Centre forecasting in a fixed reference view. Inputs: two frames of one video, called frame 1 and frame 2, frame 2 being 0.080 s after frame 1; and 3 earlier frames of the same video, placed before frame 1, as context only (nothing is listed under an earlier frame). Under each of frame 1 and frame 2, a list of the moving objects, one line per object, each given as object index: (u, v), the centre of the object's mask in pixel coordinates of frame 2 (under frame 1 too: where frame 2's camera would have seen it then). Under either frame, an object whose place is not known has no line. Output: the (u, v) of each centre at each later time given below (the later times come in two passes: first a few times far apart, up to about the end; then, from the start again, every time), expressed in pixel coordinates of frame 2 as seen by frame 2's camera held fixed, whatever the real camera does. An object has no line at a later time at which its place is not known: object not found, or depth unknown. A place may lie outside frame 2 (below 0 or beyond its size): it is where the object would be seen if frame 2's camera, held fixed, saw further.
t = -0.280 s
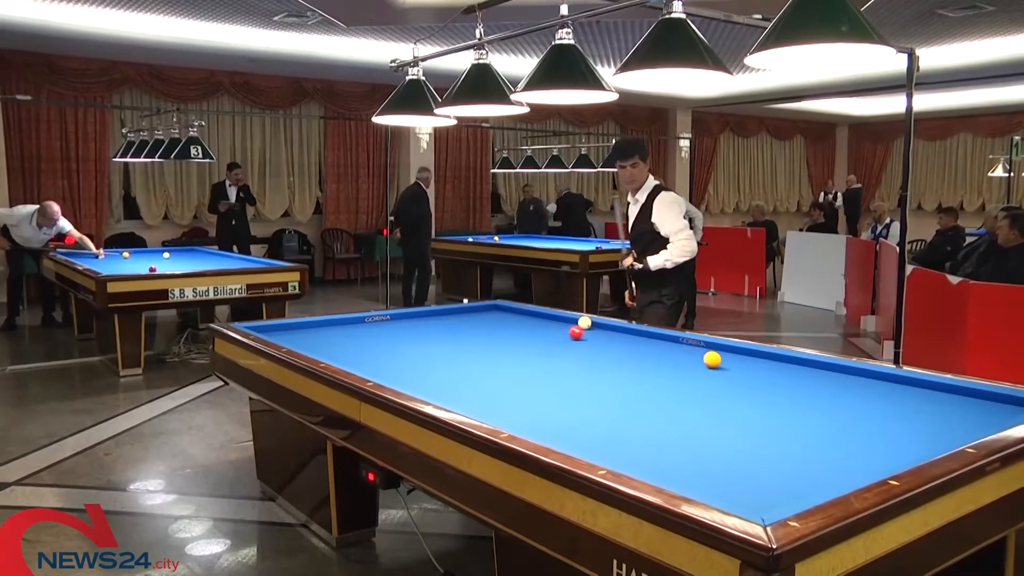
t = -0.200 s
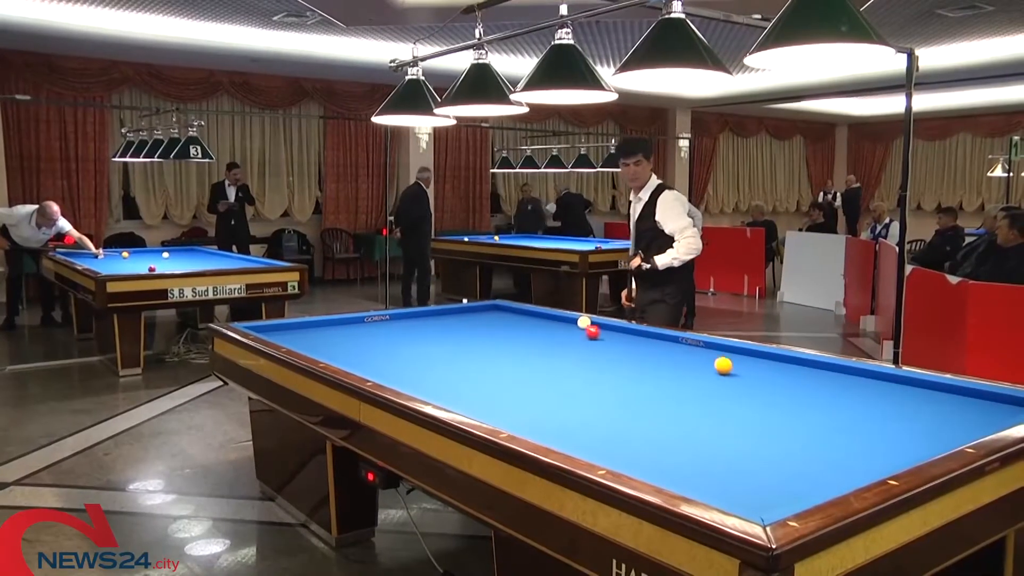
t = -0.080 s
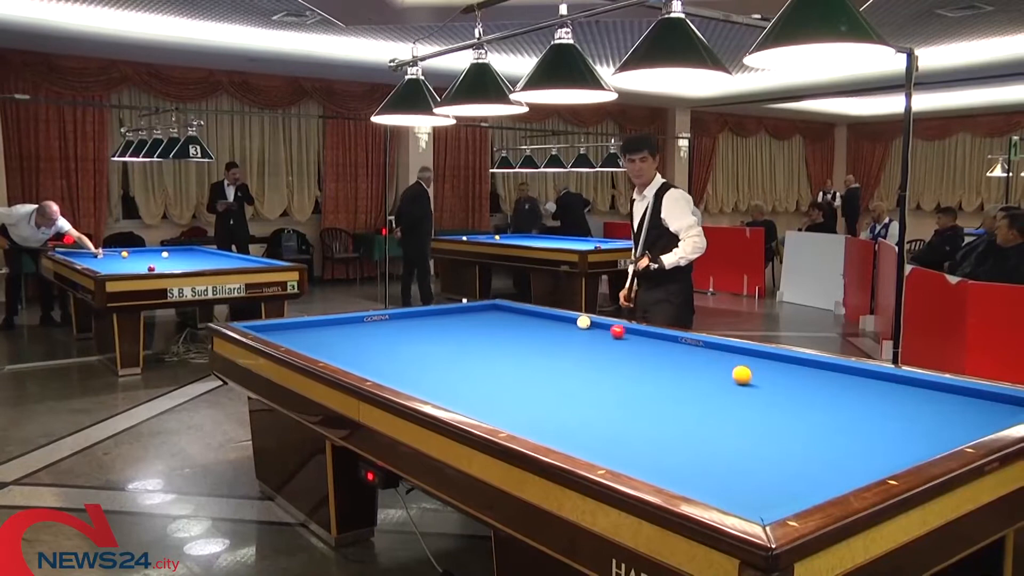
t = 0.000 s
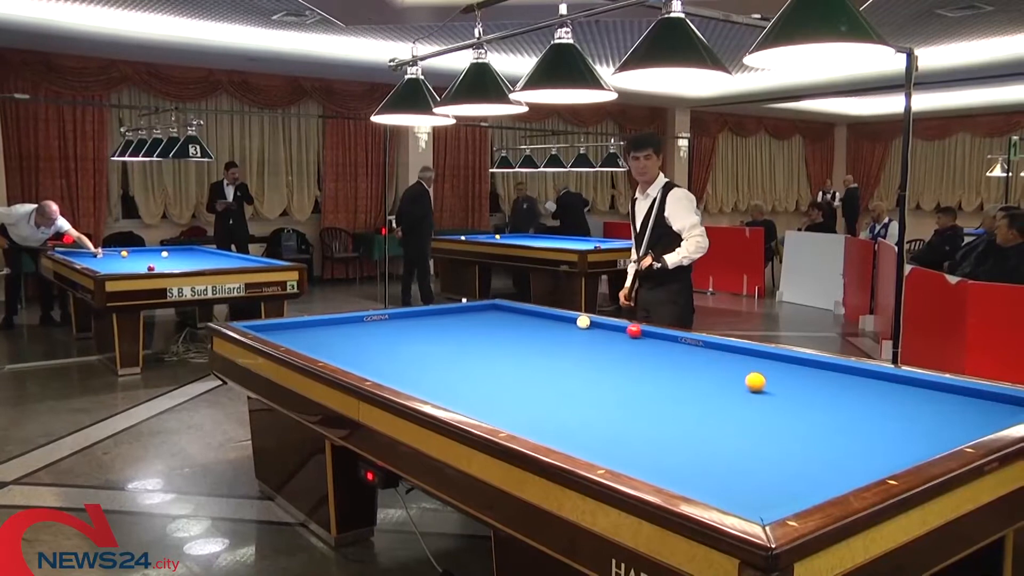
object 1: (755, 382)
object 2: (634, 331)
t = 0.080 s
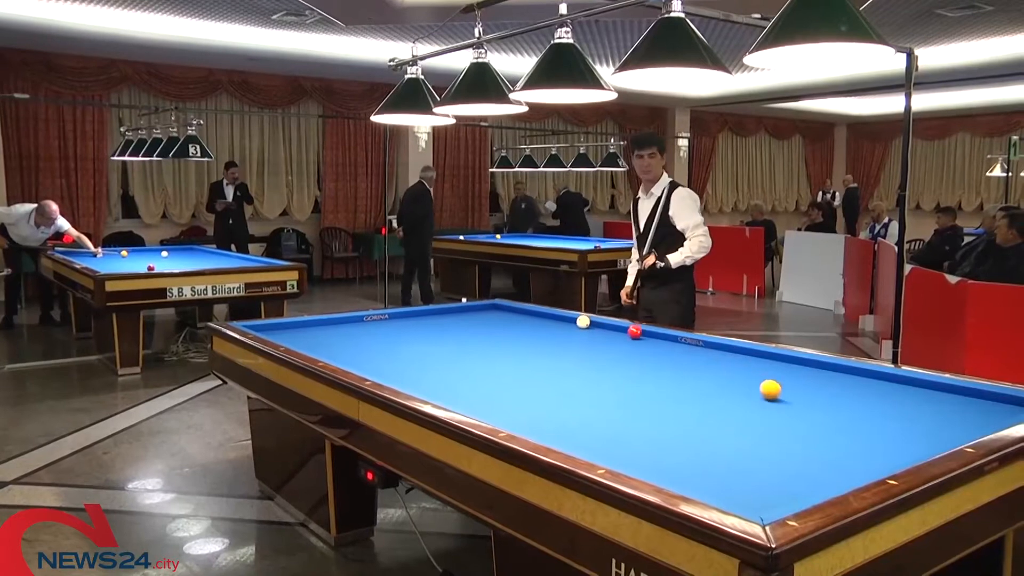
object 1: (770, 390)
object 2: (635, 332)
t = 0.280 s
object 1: (813, 413)
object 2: (627, 336)
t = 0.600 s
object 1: (891, 454)
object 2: (619, 342)
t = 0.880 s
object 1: (752, 452)
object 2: (611, 347)
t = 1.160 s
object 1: (633, 452)
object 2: (603, 353)
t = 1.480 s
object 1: (582, 431)
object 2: (593, 360)
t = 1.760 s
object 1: (569, 410)
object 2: (584, 366)
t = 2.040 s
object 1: (560, 392)
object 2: (575, 372)
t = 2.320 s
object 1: (545, 378)
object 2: (572, 378)
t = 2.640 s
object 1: (500, 370)
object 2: (597, 378)
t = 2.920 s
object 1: (466, 364)
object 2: (617, 379)
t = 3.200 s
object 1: (435, 357)
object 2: (637, 379)
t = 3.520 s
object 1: (404, 351)
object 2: (658, 380)
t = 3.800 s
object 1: (379, 346)
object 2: (675, 381)
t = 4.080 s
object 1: (356, 341)
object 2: (691, 381)
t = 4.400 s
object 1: (333, 336)
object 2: (708, 382)
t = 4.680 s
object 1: (314, 332)
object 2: (722, 382)
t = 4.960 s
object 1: (297, 329)
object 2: (736, 382)
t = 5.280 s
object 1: (279, 325)
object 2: (750, 383)
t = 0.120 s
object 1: (778, 394)
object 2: (632, 333)
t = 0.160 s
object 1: (786, 398)
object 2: (630, 334)
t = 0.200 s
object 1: (795, 402)
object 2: (629, 335)
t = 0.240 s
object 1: (804, 408)
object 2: (628, 335)
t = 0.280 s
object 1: (813, 413)
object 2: (627, 336)
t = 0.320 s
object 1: (823, 418)
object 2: (626, 337)
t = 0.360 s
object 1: (833, 423)
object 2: (625, 337)
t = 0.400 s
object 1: (844, 428)
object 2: (624, 338)
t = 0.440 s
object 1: (854, 434)
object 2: (623, 339)
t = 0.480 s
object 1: (866, 440)
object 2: (622, 340)
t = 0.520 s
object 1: (878, 446)
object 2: (621, 340)
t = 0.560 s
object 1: (891, 451)
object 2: (620, 341)
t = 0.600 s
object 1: (891, 454)
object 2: (619, 342)
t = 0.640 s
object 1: (869, 455)
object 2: (617, 343)
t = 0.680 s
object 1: (847, 454)
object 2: (616, 343)
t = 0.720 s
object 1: (827, 453)
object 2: (615, 344)
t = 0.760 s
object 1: (806, 453)
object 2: (614, 345)
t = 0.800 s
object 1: (787, 452)
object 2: (613, 346)
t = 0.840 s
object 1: (770, 452)
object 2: (612, 346)
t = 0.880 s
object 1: (752, 452)
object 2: (611, 347)
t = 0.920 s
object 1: (735, 451)
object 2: (610, 348)
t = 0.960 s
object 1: (718, 452)
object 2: (609, 349)
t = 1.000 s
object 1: (701, 452)
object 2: (608, 349)
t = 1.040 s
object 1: (684, 452)
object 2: (606, 351)
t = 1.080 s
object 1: (667, 452)
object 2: (605, 351)
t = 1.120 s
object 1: (650, 452)
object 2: (604, 352)
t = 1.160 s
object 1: (633, 452)
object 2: (603, 353)
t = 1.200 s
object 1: (616, 451)
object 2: (602, 354)
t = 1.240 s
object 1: (600, 449)
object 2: (600, 355)
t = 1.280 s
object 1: (586, 447)
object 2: (599, 355)
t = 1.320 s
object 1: (586, 444)
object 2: (598, 356)
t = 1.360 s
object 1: (586, 441)
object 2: (597, 357)
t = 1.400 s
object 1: (585, 438)
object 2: (596, 358)
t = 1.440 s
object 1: (583, 434)
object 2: (594, 359)
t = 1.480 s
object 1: (582, 431)
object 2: (593, 360)
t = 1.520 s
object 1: (580, 427)
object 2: (592, 360)
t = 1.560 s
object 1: (578, 424)
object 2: (591, 361)
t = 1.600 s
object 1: (576, 421)
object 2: (589, 362)
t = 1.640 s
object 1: (574, 418)
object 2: (588, 363)
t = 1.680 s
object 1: (573, 415)
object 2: (587, 364)
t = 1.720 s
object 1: (571, 412)
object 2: (586, 365)
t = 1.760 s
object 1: (569, 410)
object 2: (584, 366)
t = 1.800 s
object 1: (568, 407)
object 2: (583, 367)
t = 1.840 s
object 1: (566, 404)
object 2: (582, 368)
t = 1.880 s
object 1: (565, 401)
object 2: (580, 368)
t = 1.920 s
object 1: (564, 399)
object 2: (579, 369)
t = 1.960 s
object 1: (562, 397)
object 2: (578, 370)
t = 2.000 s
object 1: (561, 394)
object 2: (576, 371)
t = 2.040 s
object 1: (560, 392)
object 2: (575, 372)
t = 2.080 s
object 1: (558, 390)
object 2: (574, 373)
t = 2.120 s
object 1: (557, 387)
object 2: (572, 374)
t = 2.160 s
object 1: (556, 386)
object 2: (571, 375)
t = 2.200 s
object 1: (555, 383)
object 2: (570, 375)
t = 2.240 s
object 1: (554, 381)
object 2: (569, 377)
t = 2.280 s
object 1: (552, 379)
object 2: (568, 377)
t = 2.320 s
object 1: (545, 378)
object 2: (572, 378)
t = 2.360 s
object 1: (538, 377)
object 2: (576, 377)
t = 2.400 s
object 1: (532, 377)
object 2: (579, 377)
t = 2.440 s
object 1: (526, 375)
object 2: (582, 378)
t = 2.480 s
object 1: (521, 374)
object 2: (585, 378)
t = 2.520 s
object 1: (515, 373)
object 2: (588, 378)
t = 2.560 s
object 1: (510, 372)
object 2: (591, 378)
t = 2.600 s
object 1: (505, 371)
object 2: (594, 378)
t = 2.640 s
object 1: (500, 370)
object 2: (597, 378)
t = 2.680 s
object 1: (495, 369)
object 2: (600, 378)
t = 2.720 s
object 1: (490, 368)
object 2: (603, 378)
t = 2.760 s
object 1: (485, 367)
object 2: (606, 378)
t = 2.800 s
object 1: (480, 366)
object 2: (609, 378)
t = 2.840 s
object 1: (476, 365)
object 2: (612, 379)
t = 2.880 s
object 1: (471, 364)
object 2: (615, 379)
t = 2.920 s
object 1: (466, 364)
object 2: (617, 379)
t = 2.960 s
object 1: (461, 363)
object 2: (620, 379)
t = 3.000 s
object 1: (457, 362)
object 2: (623, 379)
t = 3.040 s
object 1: (453, 361)
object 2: (626, 379)
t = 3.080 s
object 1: (448, 360)
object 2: (629, 379)
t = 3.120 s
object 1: (444, 359)
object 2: (631, 379)
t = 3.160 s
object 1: (440, 358)
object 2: (634, 379)
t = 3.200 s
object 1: (435, 357)
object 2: (637, 379)
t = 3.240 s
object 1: (431, 357)
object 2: (640, 379)
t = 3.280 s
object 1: (427, 356)
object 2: (642, 379)
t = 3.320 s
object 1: (423, 355)
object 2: (645, 380)
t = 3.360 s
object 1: (419, 354)
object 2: (648, 380)
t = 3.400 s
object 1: (415, 354)
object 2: (650, 380)
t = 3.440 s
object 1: (412, 353)
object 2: (653, 380)
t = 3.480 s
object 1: (408, 352)
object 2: (655, 380)
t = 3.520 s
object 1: (404, 351)
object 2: (658, 380)
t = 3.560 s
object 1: (400, 350)
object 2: (660, 380)
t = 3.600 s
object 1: (397, 350)
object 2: (663, 380)
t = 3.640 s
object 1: (393, 349)
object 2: (665, 380)
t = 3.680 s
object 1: (389, 348)
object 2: (668, 380)
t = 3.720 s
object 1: (386, 347)
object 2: (670, 380)
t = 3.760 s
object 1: (382, 347)
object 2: (672, 381)
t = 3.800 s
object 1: (379, 346)
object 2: (675, 381)
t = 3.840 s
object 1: (376, 345)
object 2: (677, 381)
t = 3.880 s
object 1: (373, 345)
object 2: (680, 381)
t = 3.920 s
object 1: (369, 344)
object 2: (682, 381)
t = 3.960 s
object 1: (366, 343)
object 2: (684, 381)
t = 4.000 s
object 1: (363, 343)
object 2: (686, 381)
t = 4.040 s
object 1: (360, 342)
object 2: (689, 381)
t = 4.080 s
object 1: (356, 341)
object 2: (691, 381)
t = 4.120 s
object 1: (353, 341)
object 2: (693, 381)
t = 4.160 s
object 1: (350, 340)
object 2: (695, 381)
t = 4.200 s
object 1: (347, 340)
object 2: (697, 381)
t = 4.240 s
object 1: (344, 339)
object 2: (699, 381)
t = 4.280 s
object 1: (341, 338)
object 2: (702, 381)
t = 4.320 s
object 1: (338, 338)
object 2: (704, 381)
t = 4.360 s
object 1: (336, 337)
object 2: (706, 381)
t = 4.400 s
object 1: (333, 336)
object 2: (708, 382)
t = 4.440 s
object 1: (330, 336)
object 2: (710, 381)
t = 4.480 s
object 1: (327, 336)
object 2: (712, 382)
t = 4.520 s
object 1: (324, 335)
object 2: (714, 382)
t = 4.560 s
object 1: (322, 334)
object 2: (716, 382)
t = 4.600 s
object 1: (319, 334)
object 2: (718, 382)
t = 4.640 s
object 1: (316, 333)
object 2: (720, 382)
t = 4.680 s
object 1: (314, 332)
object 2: (722, 382)
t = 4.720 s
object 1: (312, 332)
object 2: (724, 382)
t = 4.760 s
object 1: (309, 332)
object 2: (726, 382)
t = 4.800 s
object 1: (306, 331)
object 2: (728, 382)
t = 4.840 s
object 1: (304, 330)
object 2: (730, 382)
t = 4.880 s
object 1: (301, 330)
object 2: (732, 382)
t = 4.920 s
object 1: (299, 330)
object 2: (734, 382)
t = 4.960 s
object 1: (297, 329)
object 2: (736, 382)
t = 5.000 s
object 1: (294, 328)
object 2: (737, 382)
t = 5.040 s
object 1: (292, 328)
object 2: (739, 382)
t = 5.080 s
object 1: (290, 327)
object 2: (741, 382)
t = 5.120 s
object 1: (287, 327)
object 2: (743, 382)
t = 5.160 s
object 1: (285, 326)
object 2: (744, 382)
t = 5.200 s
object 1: (283, 326)
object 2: (746, 382)
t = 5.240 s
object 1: (281, 325)
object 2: (748, 382)
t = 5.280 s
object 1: (279, 325)
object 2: (750, 383)
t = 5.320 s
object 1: (277, 325)
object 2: (751, 383)
